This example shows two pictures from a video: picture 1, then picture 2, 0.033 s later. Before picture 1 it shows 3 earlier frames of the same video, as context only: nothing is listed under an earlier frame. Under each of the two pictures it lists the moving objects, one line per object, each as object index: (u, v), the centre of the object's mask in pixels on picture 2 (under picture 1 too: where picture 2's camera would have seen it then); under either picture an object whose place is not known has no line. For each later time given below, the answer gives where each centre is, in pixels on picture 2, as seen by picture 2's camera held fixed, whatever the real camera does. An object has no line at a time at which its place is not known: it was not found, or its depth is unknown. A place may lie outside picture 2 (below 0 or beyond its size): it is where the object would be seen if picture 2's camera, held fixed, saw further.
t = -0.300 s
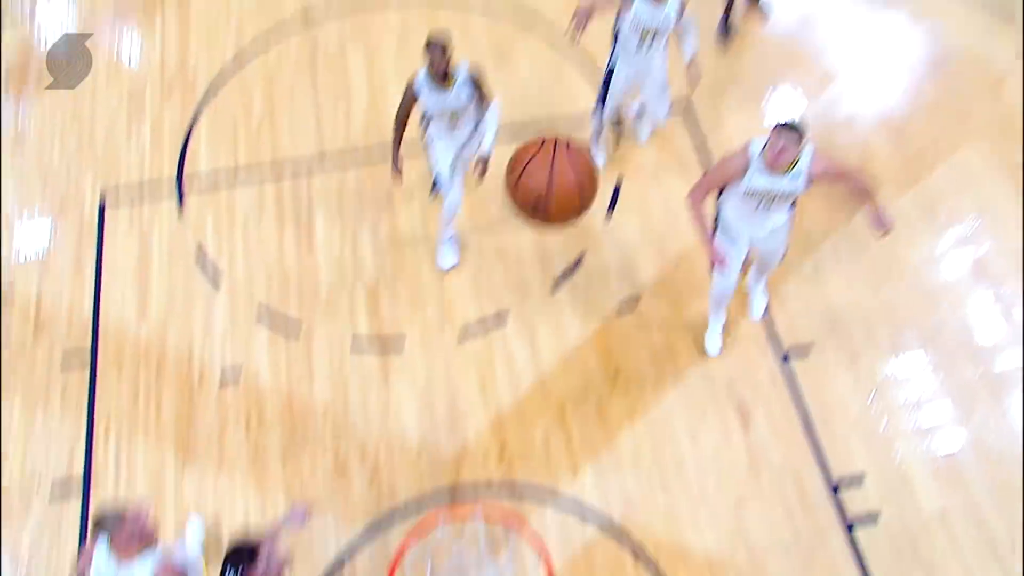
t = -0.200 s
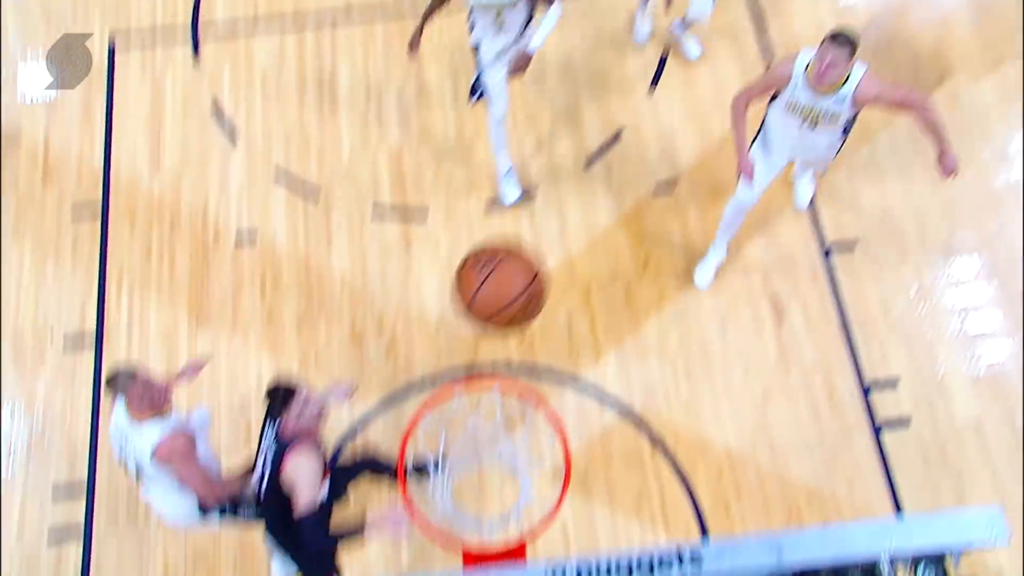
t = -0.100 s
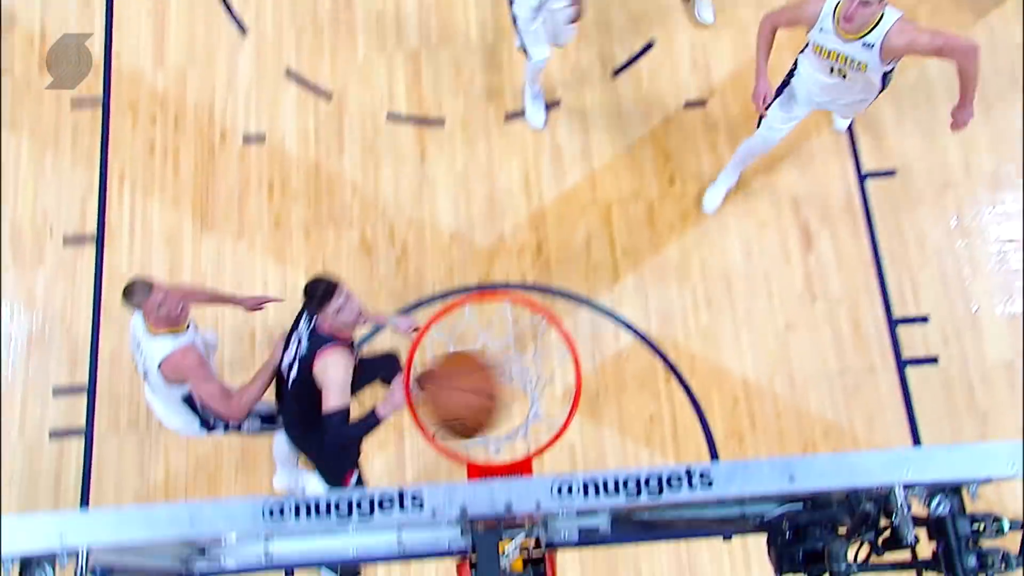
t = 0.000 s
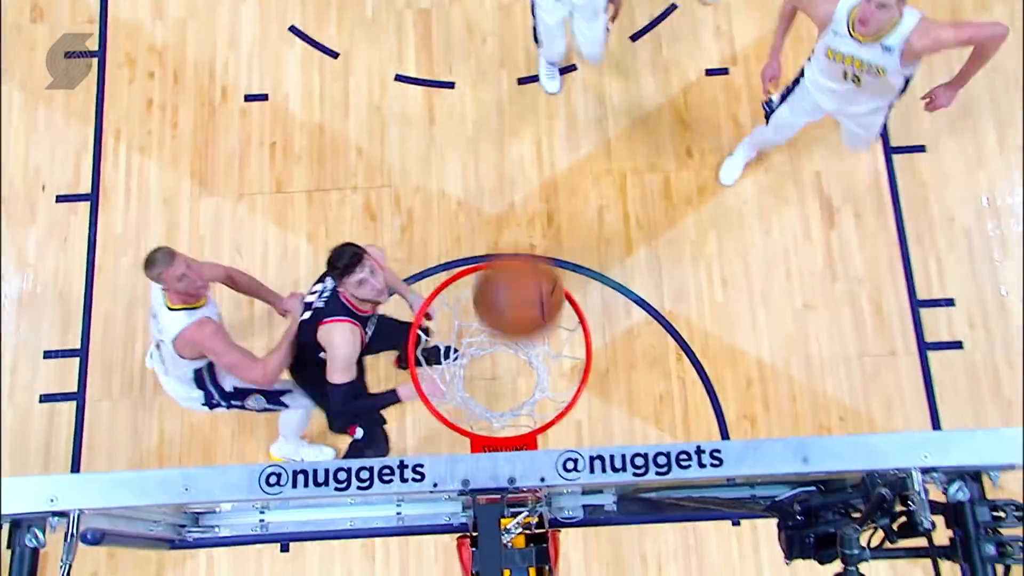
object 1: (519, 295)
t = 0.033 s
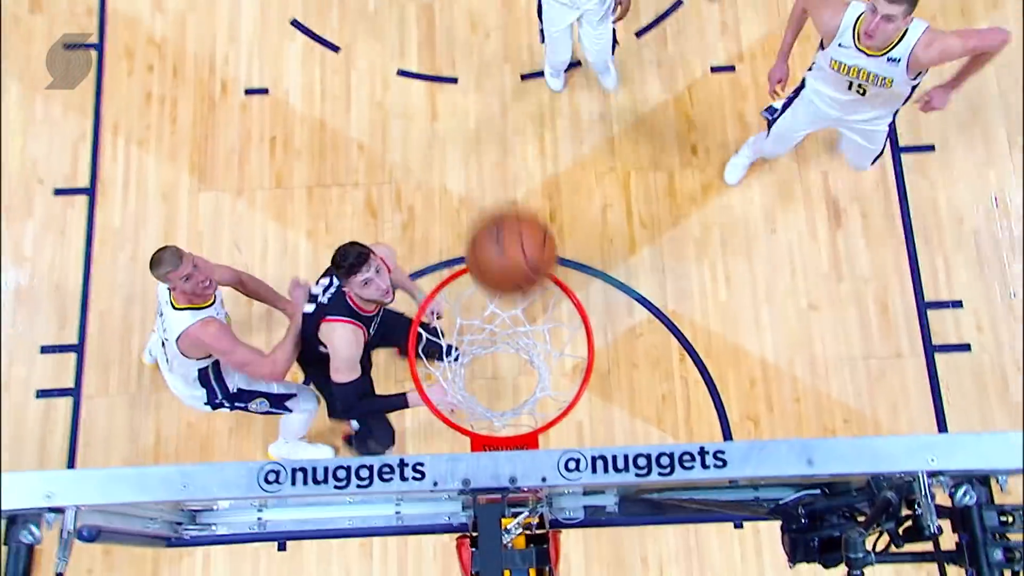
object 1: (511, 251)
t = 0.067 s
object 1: (502, 218)
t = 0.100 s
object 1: (493, 184)
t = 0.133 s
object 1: (485, 152)
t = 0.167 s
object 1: (477, 121)
